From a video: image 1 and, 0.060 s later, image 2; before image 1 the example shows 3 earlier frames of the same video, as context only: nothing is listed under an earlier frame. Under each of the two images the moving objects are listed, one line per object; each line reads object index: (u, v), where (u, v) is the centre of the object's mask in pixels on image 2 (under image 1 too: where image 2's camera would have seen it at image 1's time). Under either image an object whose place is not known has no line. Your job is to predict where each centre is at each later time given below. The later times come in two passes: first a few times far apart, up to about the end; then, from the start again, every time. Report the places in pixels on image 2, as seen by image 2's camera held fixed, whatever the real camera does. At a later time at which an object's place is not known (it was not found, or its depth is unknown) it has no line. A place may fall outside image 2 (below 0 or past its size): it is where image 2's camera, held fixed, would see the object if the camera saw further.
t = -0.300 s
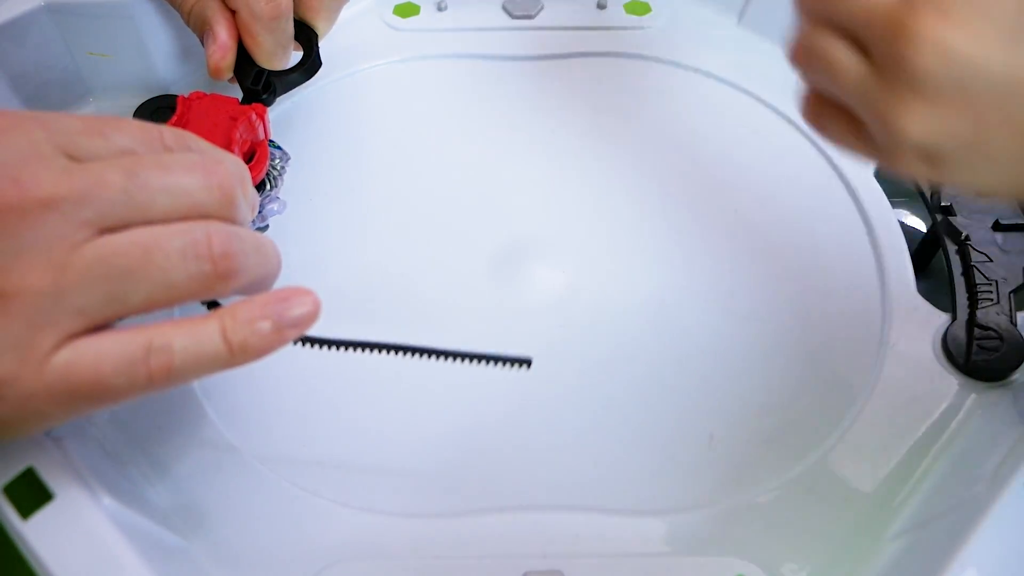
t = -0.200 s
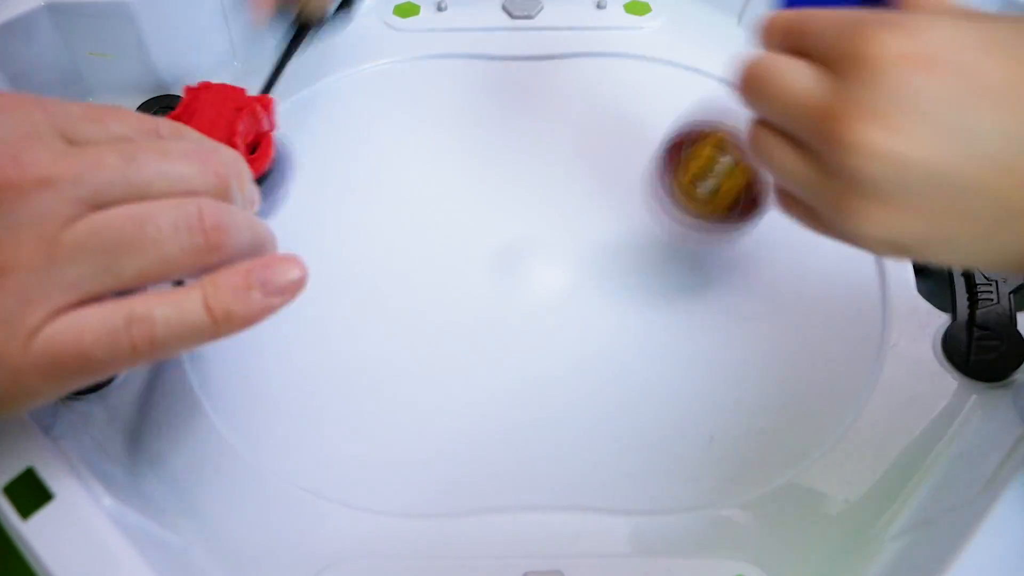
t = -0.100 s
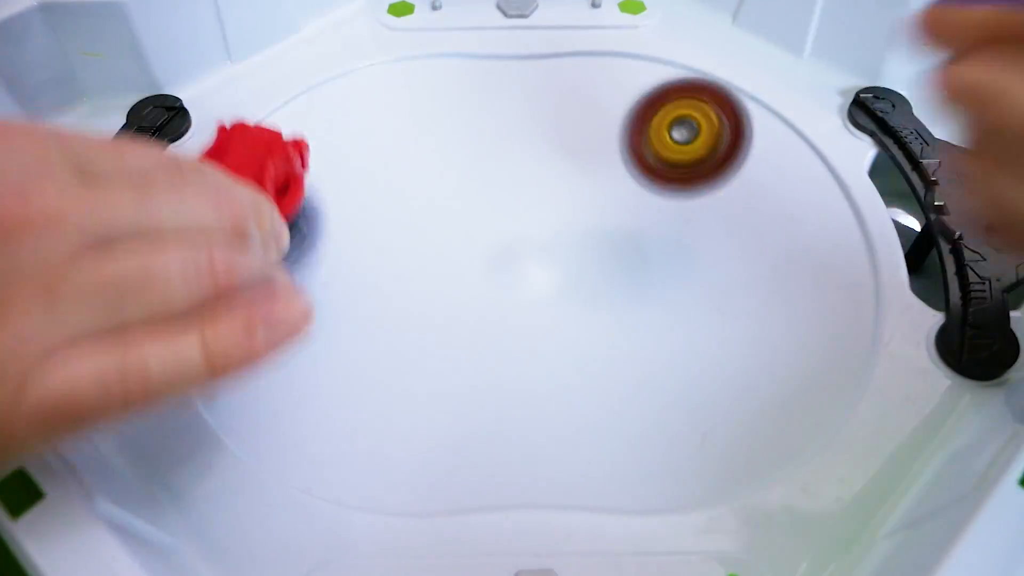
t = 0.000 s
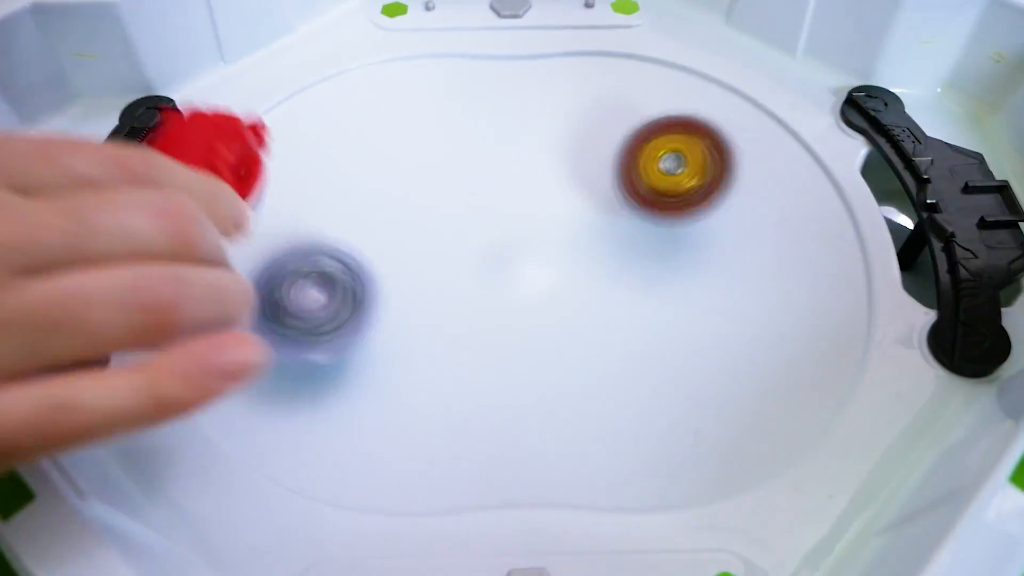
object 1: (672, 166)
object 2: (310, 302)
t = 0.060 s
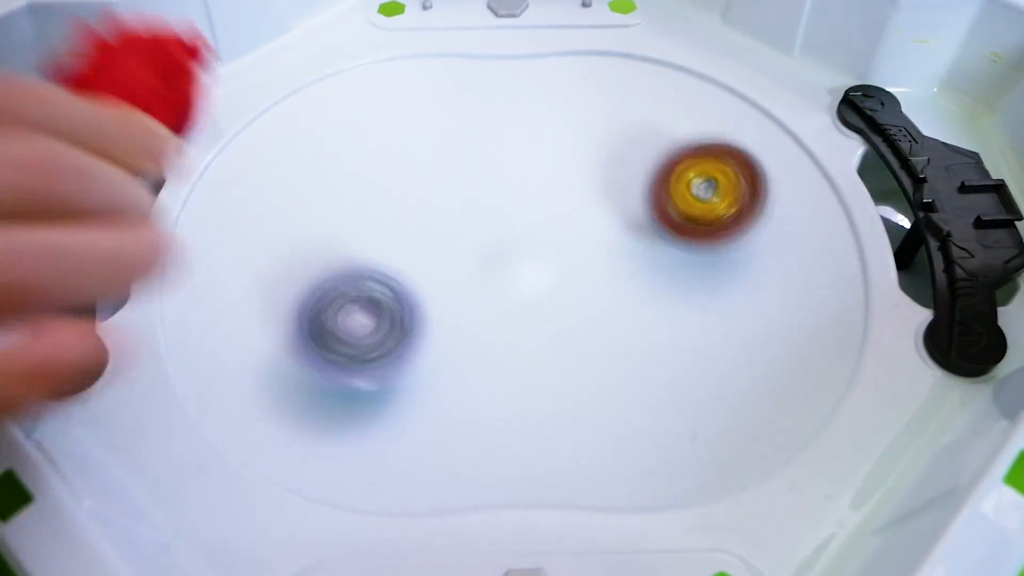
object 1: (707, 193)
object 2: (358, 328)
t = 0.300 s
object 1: (842, 228)
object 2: (498, 321)
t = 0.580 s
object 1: (826, 294)
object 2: (501, 282)
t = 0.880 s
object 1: (755, 367)
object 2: (454, 244)
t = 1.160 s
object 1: (712, 393)
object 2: (519, 180)
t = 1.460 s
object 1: (487, 360)
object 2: (692, 278)
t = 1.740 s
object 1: (205, 377)
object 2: (457, 364)
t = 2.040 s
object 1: (152, 410)
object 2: (559, 27)
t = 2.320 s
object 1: (135, 162)
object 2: (853, 191)
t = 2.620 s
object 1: (309, 91)
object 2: (473, 379)
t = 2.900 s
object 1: (497, 159)
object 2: (257, 81)
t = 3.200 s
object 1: (710, 154)
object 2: (610, 35)
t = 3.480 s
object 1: (823, 165)
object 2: (508, 123)
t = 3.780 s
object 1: (845, 292)
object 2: (222, 149)
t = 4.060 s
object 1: (741, 421)
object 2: (463, 315)
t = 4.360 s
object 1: (568, 538)
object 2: (602, 155)
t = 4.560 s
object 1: (429, 434)
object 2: (593, 60)
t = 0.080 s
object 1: (727, 200)
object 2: (374, 334)
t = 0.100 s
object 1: (750, 209)
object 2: (390, 338)
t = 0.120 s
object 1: (780, 218)
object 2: (407, 340)
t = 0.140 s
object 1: (814, 227)
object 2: (421, 342)
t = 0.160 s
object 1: (856, 236)
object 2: (435, 342)
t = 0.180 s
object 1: (864, 227)
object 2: (444, 341)
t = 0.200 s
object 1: (861, 217)
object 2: (453, 339)
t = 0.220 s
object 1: (857, 215)
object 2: (464, 336)
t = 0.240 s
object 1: (850, 219)
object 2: (474, 332)
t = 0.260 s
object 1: (841, 230)
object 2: (484, 329)
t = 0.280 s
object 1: (841, 229)
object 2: (492, 325)
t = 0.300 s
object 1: (842, 228)
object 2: (498, 321)
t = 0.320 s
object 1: (842, 232)
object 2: (503, 317)
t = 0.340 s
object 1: (844, 233)
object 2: (508, 312)
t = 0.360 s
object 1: (849, 235)
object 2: (511, 307)
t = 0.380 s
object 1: (855, 236)
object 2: (515, 302)
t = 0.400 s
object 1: (855, 237)
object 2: (515, 297)
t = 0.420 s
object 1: (840, 236)
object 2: (516, 293)
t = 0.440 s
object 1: (830, 238)
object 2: (516, 289)
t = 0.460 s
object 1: (824, 241)
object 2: (516, 287)
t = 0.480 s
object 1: (821, 246)
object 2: (515, 284)
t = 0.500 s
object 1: (820, 253)
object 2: (514, 282)
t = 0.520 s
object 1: (820, 262)
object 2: (511, 281)
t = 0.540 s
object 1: (822, 272)
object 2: (508, 281)
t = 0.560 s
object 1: (823, 284)
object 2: (505, 281)
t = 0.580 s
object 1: (826, 294)
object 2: (501, 282)
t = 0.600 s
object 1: (828, 304)
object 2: (496, 282)
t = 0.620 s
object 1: (830, 315)
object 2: (491, 283)
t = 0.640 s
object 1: (833, 325)
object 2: (485, 286)
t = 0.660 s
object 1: (835, 334)
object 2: (478, 287)
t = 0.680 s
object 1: (838, 342)
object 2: (470, 288)
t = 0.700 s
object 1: (839, 349)
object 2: (462, 288)
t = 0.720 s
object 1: (826, 345)
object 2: (455, 286)
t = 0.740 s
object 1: (813, 342)
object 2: (450, 284)
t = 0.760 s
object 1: (802, 341)
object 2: (446, 280)
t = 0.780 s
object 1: (793, 339)
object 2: (442, 276)
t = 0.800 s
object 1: (784, 341)
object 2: (440, 271)
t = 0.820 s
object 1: (776, 345)
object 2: (441, 264)
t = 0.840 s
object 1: (768, 351)
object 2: (443, 258)
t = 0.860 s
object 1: (761, 359)
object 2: (447, 251)
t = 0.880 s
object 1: (755, 367)
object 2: (454, 244)
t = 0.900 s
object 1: (748, 377)
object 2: (462, 238)
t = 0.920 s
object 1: (742, 387)
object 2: (472, 230)
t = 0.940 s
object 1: (736, 397)
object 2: (480, 224)
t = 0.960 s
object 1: (732, 406)
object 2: (487, 219)
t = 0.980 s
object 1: (728, 415)
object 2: (492, 213)
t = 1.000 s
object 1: (726, 423)
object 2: (494, 210)
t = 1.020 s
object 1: (725, 432)
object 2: (496, 205)
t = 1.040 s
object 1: (725, 439)
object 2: (495, 200)
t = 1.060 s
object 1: (726, 443)
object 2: (496, 195)
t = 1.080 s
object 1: (726, 432)
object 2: (498, 190)
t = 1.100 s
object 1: (724, 423)
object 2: (501, 187)
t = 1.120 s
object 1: (721, 412)
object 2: (505, 184)
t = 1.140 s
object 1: (717, 402)
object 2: (512, 182)
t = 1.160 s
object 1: (712, 393)
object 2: (519, 180)
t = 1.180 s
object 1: (706, 384)
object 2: (528, 179)
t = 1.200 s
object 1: (697, 376)
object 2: (538, 180)
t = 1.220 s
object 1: (687, 370)
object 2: (550, 179)
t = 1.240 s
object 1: (674, 365)
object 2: (563, 181)
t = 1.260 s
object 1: (661, 361)
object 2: (577, 182)
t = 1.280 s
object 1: (646, 358)
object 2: (591, 186)
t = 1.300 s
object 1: (629, 357)
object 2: (607, 191)
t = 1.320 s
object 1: (611, 356)
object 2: (620, 197)
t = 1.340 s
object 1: (593, 356)
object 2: (636, 206)
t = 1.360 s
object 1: (576, 356)
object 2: (650, 213)
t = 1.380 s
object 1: (557, 357)
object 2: (662, 224)
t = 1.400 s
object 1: (539, 359)
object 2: (673, 235)
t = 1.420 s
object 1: (522, 360)
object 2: (682, 249)
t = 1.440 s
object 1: (504, 361)
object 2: (688, 263)
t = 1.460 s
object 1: (487, 360)
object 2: (692, 278)
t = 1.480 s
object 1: (470, 360)
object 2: (692, 293)
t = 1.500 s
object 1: (453, 359)
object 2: (691, 308)
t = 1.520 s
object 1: (435, 357)
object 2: (686, 323)
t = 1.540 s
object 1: (417, 356)
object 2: (678, 337)
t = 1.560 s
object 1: (398, 355)
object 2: (667, 352)
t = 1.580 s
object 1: (376, 354)
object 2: (652, 363)
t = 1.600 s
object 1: (356, 355)
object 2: (634, 373)
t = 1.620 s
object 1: (333, 355)
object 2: (613, 380)
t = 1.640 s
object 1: (312, 357)
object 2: (590, 384)
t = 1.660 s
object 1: (289, 360)
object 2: (566, 385)
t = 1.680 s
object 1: (266, 364)
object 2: (540, 383)
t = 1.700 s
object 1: (244, 368)
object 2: (514, 379)
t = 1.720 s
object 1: (224, 372)
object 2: (486, 373)
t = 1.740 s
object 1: (205, 377)
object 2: (457, 364)
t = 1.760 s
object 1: (207, 377)
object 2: (429, 353)
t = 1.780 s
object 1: (217, 378)
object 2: (403, 343)
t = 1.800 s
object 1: (221, 378)
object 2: (378, 324)
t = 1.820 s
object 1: (208, 384)
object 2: (377, 299)
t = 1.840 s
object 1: (210, 385)
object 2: (389, 269)
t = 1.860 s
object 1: (214, 392)
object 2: (403, 231)
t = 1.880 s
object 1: (220, 404)
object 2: (416, 204)
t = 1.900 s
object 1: (224, 408)
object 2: (432, 176)
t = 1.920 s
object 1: (228, 414)
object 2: (450, 147)
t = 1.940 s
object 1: (228, 418)
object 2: (467, 121)
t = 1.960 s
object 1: (224, 421)
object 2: (483, 100)
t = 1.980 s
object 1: (214, 422)
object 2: (501, 78)
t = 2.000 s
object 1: (195, 419)
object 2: (521, 56)
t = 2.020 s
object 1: (174, 416)
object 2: (540, 39)
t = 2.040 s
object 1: (152, 410)
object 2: (559, 27)
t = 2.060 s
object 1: (142, 399)
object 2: (579, 23)
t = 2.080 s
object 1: (140, 383)
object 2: (604, 26)
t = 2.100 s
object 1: (137, 366)
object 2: (631, 33)
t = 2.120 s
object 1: (130, 349)
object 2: (656, 41)
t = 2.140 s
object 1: (123, 333)
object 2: (677, 50)
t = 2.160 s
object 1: (114, 316)
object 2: (702, 60)
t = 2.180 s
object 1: (113, 296)
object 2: (728, 70)
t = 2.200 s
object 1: (120, 277)
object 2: (751, 82)
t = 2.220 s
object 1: (117, 261)
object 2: (776, 93)
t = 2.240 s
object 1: (109, 245)
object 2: (797, 107)
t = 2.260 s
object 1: (108, 231)
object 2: (813, 126)
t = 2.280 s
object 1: (113, 207)
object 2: (828, 147)
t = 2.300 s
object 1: (116, 183)
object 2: (840, 168)
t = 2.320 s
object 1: (135, 162)
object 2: (853, 191)
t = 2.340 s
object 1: (144, 135)
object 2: (858, 220)
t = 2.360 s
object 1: (155, 111)
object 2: (858, 246)
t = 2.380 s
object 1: (166, 93)
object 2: (852, 270)
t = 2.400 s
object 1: (178, 80)
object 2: (838, 295)
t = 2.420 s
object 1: (193, 75)
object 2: (822, 319)
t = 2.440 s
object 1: (207, 70)
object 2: (803, 340)
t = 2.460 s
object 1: (211, 60)
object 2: (779, 359)
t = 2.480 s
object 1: (221, 60)
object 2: (743, 379)
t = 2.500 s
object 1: (233, 62)
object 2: (709, 389)
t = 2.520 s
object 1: (245, 64)
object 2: (674, 399)
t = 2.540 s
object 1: (258, 67)
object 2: (632, 401)
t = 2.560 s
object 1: (269, 71)
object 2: (591, 402)
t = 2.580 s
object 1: (283, 80)
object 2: (552, 399)
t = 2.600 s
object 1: (295, 85)
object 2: (512, 390)
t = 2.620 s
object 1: (309, 91)
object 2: (473, 379)
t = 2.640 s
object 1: (322, 98)
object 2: (436, 366)
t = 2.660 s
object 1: (335, 105)
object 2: (399, 350)
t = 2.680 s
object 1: (348, 112)
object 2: (367, 328)
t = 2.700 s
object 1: (362, 120)
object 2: (334, 304)
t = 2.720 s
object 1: (375, 126)
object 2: (307, 283)
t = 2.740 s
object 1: (388, 134)
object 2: (285, 259)
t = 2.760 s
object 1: (400, 139)
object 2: (266, 232)
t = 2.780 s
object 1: (413, 144)
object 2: (251, 206)
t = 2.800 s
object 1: (427, 149)
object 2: (242, 182)
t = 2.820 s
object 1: (441, 152)
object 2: (232, 156)
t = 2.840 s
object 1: (454, 155)
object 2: (226, 131)
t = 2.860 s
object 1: (468, 157)
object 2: (224, 108)
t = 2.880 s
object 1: (482, 158)
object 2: (231, 89)
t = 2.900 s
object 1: (497, 159)
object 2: (257, 81)
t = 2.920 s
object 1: (511, 159)
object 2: (282, 77)
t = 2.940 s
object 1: (524, 158)
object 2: (311, 73)
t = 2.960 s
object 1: (536, 156)
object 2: (338, 67)
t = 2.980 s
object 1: (549, 154)
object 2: (364, 64)
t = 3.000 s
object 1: (562, 152)
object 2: (390, 61)
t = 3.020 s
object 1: (575, 151)
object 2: (419, 57)
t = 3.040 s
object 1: (588, 150)
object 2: (446, 54)
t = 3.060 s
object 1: (599, 147)
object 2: (471, 53)
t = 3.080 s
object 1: (610, 143)
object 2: (497, 52)
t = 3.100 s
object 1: (620, 139)
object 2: (523, 53)
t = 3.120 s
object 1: (629, 135)
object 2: (549, 56)
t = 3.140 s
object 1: (645, 138)
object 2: (570, 53)
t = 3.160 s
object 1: (667, 147)
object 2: (583, 42)
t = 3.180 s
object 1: (690, 151)
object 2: (597, 37)
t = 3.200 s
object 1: (710, 154)
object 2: (610, 35)
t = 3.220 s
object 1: (729, 156)
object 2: (625, 39)
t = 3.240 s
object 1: (748, 156)
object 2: (639, 45)
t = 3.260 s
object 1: (769, 154)
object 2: (653, 53)
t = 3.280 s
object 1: (787, 152)
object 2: (665, 61)
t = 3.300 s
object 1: (804, 152)
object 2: (674, 71)
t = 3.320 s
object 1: (820, 149)
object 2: (683, 84)
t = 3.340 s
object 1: (822, 145)
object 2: (687, 97)
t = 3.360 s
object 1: (812, 144)
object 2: (685, 108)
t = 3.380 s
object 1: (820, 148)
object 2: (659, 112)
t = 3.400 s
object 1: (816, 149)
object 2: (628, 115)
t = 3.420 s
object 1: (809, 156)
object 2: (596, 118)
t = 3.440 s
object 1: (809, 161)
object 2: (566, 120)
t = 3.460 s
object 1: (816, 161)
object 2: (536, 121)
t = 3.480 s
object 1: (823, 165)
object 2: (508, 123)
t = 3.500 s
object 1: (831, 168)
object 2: (478, 126)
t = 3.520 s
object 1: (833, 173)
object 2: (448, 126)
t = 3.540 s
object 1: (833, 181)
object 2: (419, 127)
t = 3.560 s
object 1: (836, 186)
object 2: (391, 128)
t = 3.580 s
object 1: (836, 193)
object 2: (364, 128)
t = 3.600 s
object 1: (841, 199)
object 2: (338, 126)
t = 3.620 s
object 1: (844, 206)
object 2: (315, 125)
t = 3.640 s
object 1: (842, 216)
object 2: (293, 124)
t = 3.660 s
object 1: (844, 226)
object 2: (269, 122)
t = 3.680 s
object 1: (849, 236)
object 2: (247, 121)
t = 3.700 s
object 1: (854, 248)
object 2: (228, 120)
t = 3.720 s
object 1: (852, 259)
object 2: (211, 121)
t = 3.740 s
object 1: (846, 268)
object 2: (210, 123)
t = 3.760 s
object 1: (844, 279)
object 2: (215, 133)
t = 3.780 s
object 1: (845, 292)
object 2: (222, 149)
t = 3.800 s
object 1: (845, 304)
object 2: (231, 159)
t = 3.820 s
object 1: (844, 319)
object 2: (240, 170)
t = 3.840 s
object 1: (834, 327)
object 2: (252, 185)
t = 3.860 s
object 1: (827, 337)
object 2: (265, 197)
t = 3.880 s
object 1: (820, 347)
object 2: (282, 211)
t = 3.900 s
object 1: (816, 358)
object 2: (299, 224)
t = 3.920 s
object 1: (811, 371)
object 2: (317, 235)
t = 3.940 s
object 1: (805, 384)
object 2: (335, 249)
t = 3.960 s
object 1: (795, 391)
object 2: (355, 261)
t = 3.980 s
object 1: (785, 399)
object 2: (376, 271)
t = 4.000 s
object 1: (776, 409)
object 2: (397, 283)
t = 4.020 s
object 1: (765, 412)
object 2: (419, 293)
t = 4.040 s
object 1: (753, 415)
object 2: (441, 305)
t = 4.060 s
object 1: (741, 421)
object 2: (463, 315)
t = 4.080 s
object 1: (728, 427)
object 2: (486, 323)
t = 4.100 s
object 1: (717, 433)
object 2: (507, 331)
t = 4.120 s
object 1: (705, 439)
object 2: (529, 338)
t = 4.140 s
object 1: (693, 445)
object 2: (549, 347)
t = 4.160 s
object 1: (681, 448)
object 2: (569, 351)
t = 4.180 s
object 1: (667, 449)
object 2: (587, 351)
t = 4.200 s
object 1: (662, 455)
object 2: (600, 343)
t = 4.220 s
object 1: (668, 459)
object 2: (603, 316)
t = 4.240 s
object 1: (672, 464)
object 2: (605, 294)
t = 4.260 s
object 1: (668, 480)
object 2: (606, 264)
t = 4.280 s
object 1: (660, 500)
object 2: (606, 241)
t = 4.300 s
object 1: (649, 512)
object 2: (607, 216)
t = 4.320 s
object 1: (624, 523)
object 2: (606, 196)
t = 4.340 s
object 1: (595, 533)
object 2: (604, 174)
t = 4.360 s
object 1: (568, 538)
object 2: (602, 155)
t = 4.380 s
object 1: (553, 530)
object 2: (601, 136)
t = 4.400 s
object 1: (540, 522)
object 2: (600, 120)
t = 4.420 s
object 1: (523, 518)
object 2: (598, 105)
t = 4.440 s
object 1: (505, 511)
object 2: (597, 90)
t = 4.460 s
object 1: (488, 502)
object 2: (595, 82)
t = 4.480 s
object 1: (475, 490)
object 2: (593, 72)
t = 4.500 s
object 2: (593, 67)
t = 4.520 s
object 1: (446, 464)
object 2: (593, 62)
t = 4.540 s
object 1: (436, 454)
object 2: (593, 60)
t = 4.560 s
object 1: (429, 434)
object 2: (593, 60)
